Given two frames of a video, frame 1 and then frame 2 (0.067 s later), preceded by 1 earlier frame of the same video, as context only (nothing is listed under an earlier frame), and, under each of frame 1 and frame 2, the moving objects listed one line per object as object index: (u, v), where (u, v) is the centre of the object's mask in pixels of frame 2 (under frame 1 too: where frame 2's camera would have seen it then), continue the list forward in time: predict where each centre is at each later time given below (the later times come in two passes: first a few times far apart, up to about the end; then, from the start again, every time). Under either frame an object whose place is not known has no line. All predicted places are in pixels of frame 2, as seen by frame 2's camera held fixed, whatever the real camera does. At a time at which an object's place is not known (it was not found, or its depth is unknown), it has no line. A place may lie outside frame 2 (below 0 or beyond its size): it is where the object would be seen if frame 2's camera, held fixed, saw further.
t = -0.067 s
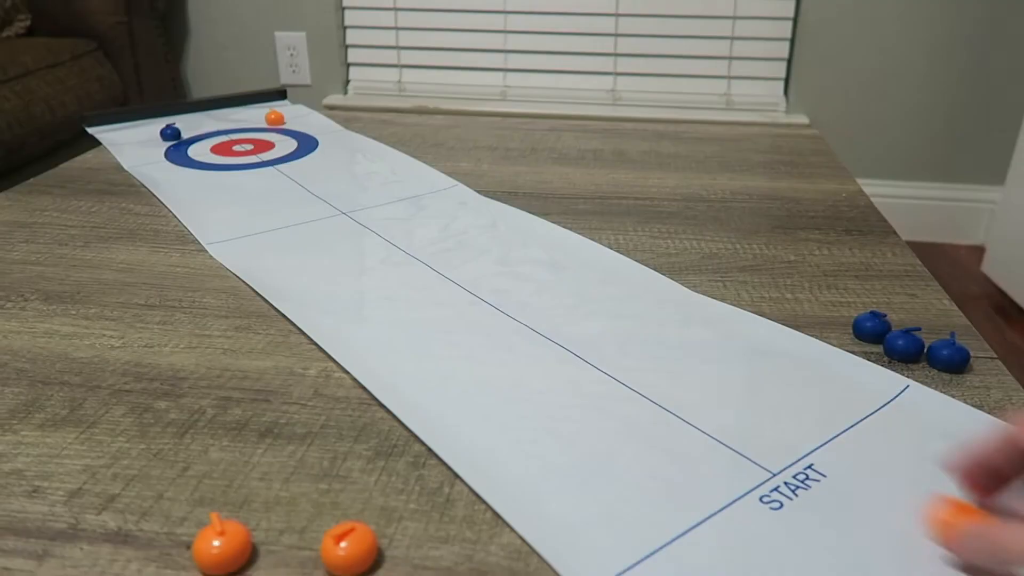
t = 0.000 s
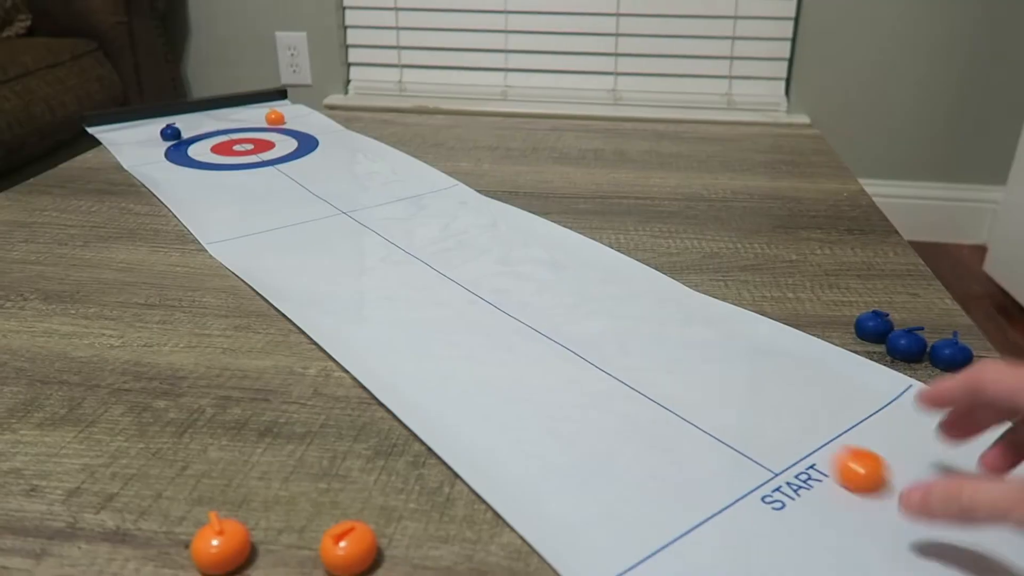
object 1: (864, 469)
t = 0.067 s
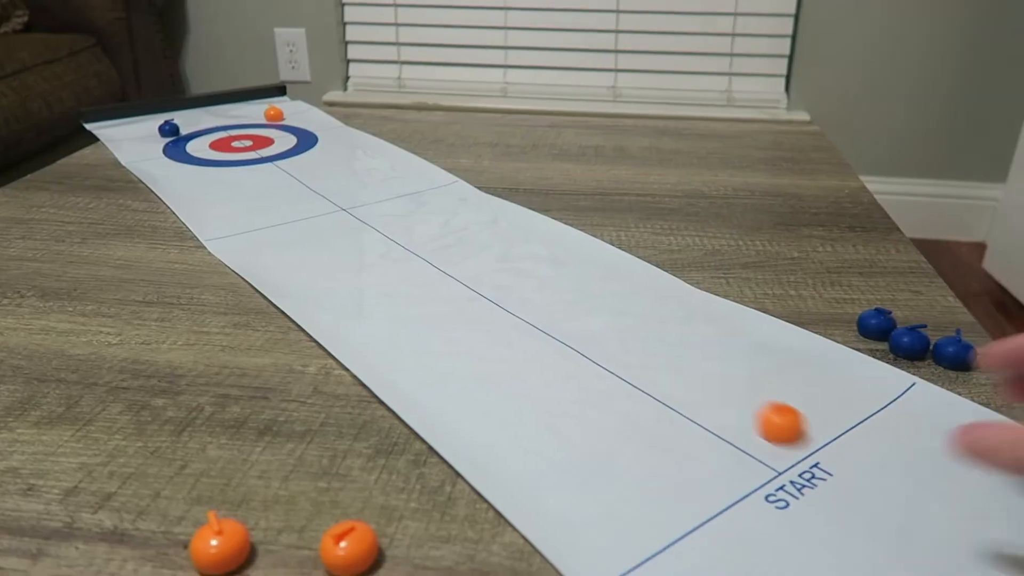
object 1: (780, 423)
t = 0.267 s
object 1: (606, 327)
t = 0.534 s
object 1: (469, 248)
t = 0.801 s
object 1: (380, 199)
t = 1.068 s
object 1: (318, 166)
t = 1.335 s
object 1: (272, 147)
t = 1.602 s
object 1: (241, 138)
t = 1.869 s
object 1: (222, 133)
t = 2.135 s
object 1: (216, 133)
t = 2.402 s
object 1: (215, 134)
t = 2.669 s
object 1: (215, 134)
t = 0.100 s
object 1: (745, 404)
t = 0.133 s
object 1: (713, 386)
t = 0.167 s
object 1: (683, 369)
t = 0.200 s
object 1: (655, 354)
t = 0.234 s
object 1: (631, 340)
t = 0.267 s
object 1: (606, 327)
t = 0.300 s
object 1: (585, 315)
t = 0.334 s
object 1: (566, 304)
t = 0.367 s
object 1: (547, 293)
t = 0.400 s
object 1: (529, 283)
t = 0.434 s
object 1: (513, 273)
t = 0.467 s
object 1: (498, 265)
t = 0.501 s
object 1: (482, 256)
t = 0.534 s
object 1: (469, 248)
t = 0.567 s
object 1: (456, 240)
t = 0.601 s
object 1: (443, 233)
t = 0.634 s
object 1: (432, 227)
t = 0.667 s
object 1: (421, 221)
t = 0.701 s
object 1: (410, 215)
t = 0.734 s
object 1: (400, 209)
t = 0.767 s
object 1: (390, 204)
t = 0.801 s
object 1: (380, 199)
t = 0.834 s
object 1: (371, 194)
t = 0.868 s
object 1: (363, 189)
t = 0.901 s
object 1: (355, 185)
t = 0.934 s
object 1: (347, 181)
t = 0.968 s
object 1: (339, 178)
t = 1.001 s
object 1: (332, 173)
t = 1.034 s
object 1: (325, 170)
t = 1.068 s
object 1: (318, 166)
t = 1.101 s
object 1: (311, 164)
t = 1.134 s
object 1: (305, 161)
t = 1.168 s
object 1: (299, 158)
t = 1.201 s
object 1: (293, 156)
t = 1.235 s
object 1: (287, 154)
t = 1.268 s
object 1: (282, 152)
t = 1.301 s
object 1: (277, 150)
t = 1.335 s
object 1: (272, 147)
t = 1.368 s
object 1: (267, 146)
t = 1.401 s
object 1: (264, 145)
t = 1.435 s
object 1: (259, 143)
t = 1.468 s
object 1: (256, 142)
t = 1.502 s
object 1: (252, 141)
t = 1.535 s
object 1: (248, 140)
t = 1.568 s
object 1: (244, 139)
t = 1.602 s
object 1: (241, 138)
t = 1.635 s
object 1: (238, 137)
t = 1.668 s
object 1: (235, 136)
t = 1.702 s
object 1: (232, 135)
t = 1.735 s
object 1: (229, 135)
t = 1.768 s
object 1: (227, 134)
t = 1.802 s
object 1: (225, 134)
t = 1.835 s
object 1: (223, 133)
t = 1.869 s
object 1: (222, 133)
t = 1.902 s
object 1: (220, 133)
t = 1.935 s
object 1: (219, 133)
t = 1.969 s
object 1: (218, 133)
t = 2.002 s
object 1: (217, 133)
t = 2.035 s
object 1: (217, 133)
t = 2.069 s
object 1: (216, 133)
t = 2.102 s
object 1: (216, 133)
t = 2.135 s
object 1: (216, 133)
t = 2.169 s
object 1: (216, 133)
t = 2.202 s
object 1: (216, 133)
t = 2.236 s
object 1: (215, 134)
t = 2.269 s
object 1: (215, 134)
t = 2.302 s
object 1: (215, 134)
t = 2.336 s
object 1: (215, 134)
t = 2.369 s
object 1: (215, 134)
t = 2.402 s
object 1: (215, 134)
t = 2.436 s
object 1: (215, 134)
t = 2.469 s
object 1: (215, 134)
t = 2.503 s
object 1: (215, 134)
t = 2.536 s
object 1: (215, 134)
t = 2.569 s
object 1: (215, 134)
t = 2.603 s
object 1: (215, 134)
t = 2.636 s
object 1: (215, 134)
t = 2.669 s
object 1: (215, 134)
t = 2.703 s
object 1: (215, 134)
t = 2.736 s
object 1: (215, 134)
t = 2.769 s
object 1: (215, 134)
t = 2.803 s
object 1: (215, 134)
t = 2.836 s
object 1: (215, 134)
